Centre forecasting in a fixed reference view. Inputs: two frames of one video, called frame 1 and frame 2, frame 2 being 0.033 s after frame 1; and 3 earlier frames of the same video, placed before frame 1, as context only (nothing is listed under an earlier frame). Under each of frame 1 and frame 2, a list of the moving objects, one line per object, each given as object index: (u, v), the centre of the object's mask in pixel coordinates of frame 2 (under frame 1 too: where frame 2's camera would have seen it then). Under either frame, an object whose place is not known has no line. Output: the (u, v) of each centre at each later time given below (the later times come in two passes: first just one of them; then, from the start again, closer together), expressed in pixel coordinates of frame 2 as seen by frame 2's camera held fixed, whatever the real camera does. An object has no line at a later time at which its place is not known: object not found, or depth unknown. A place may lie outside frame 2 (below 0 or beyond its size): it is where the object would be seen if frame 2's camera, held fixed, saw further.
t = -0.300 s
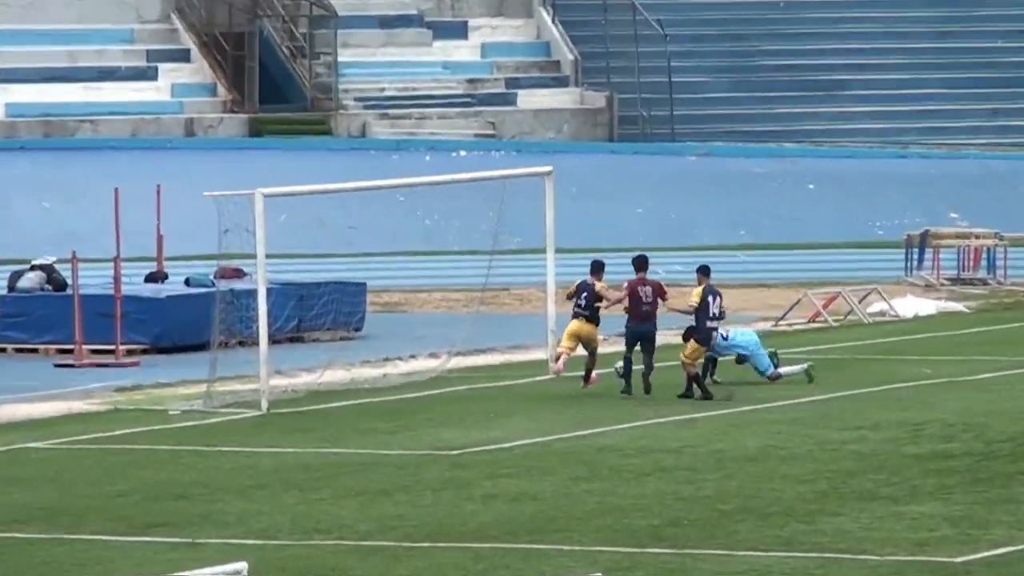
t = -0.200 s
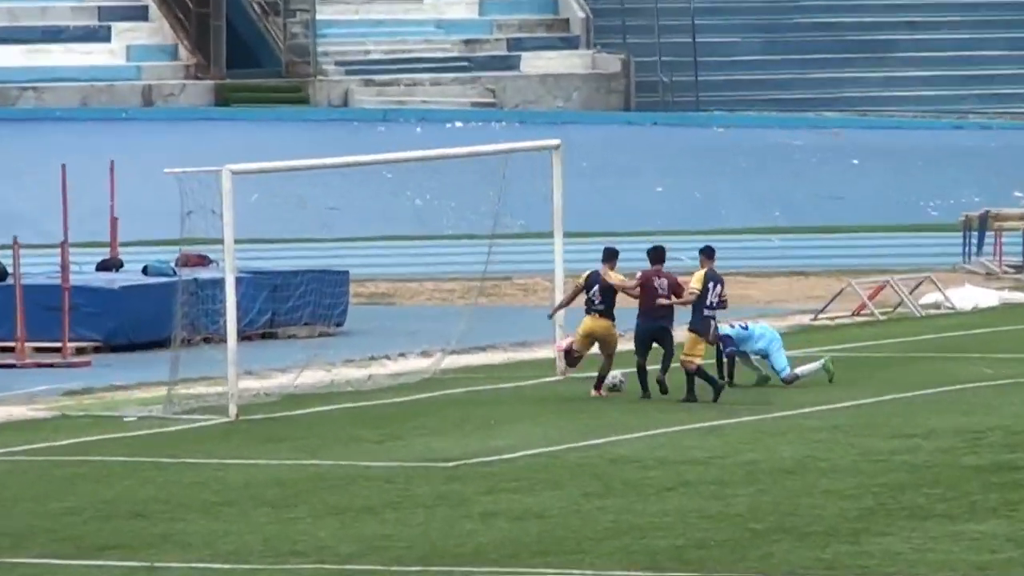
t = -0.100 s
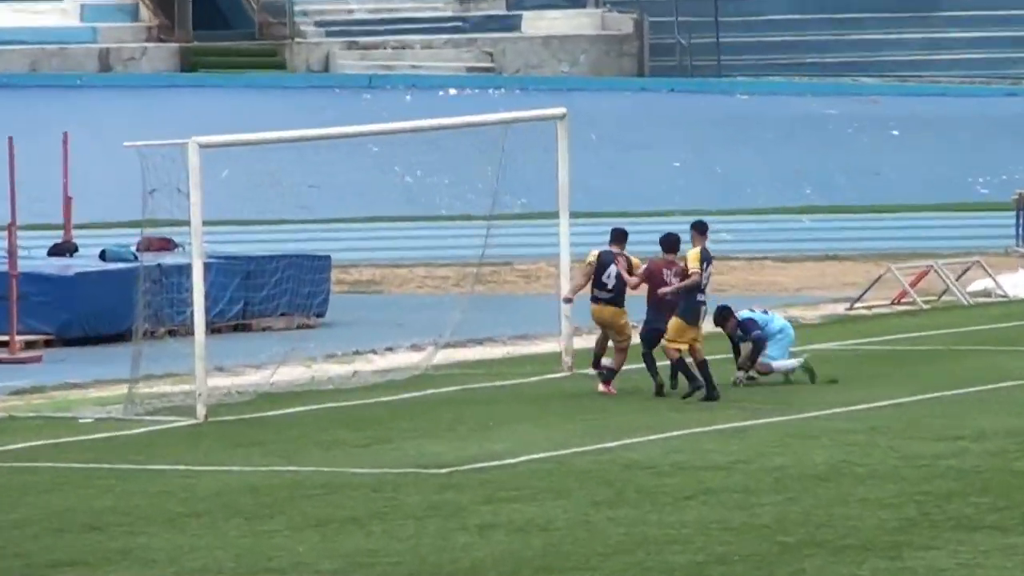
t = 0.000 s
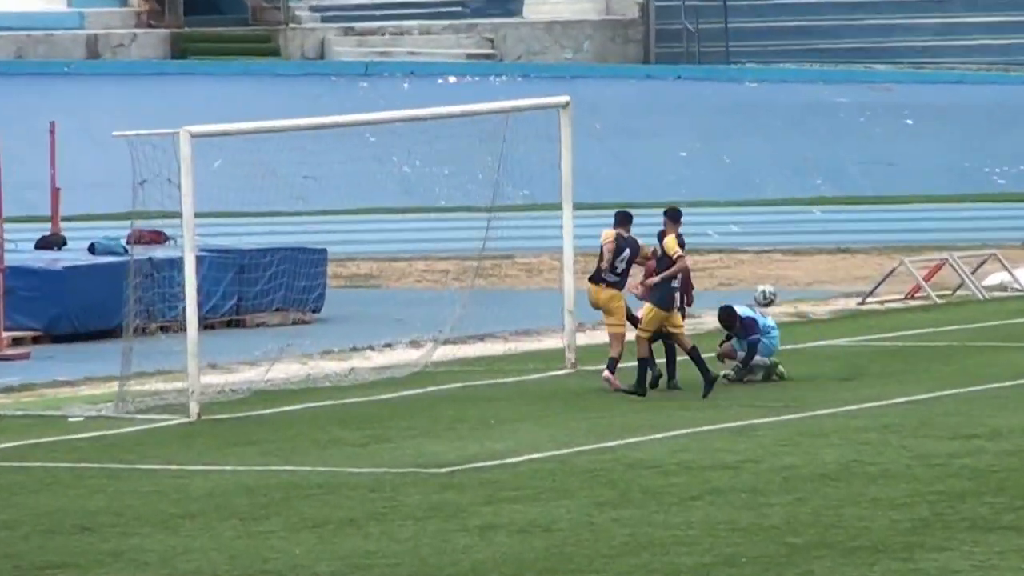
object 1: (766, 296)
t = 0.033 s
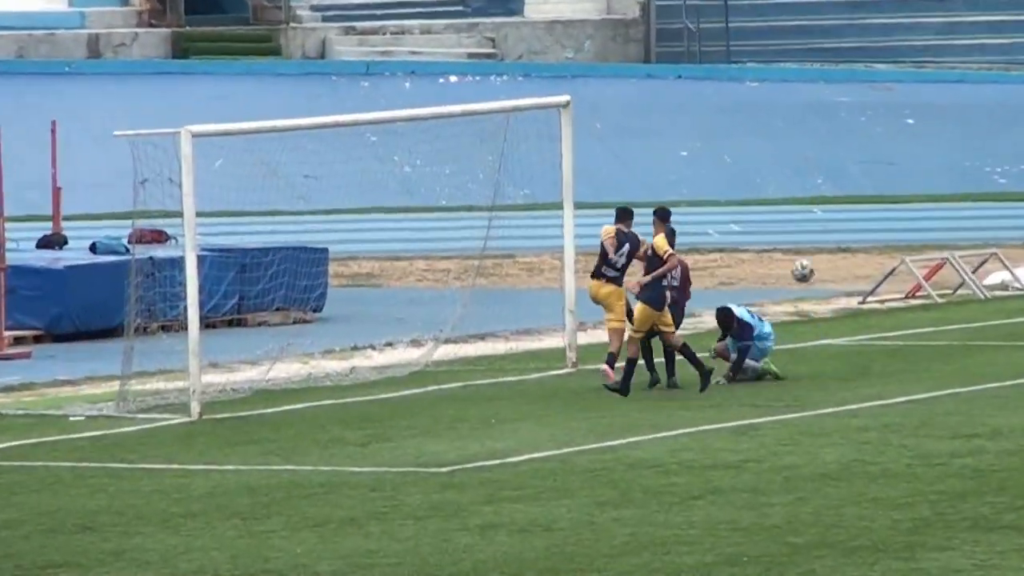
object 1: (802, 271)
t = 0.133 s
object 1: (915, 210)
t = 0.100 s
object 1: (879, 230)
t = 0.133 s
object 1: (915, 210)
